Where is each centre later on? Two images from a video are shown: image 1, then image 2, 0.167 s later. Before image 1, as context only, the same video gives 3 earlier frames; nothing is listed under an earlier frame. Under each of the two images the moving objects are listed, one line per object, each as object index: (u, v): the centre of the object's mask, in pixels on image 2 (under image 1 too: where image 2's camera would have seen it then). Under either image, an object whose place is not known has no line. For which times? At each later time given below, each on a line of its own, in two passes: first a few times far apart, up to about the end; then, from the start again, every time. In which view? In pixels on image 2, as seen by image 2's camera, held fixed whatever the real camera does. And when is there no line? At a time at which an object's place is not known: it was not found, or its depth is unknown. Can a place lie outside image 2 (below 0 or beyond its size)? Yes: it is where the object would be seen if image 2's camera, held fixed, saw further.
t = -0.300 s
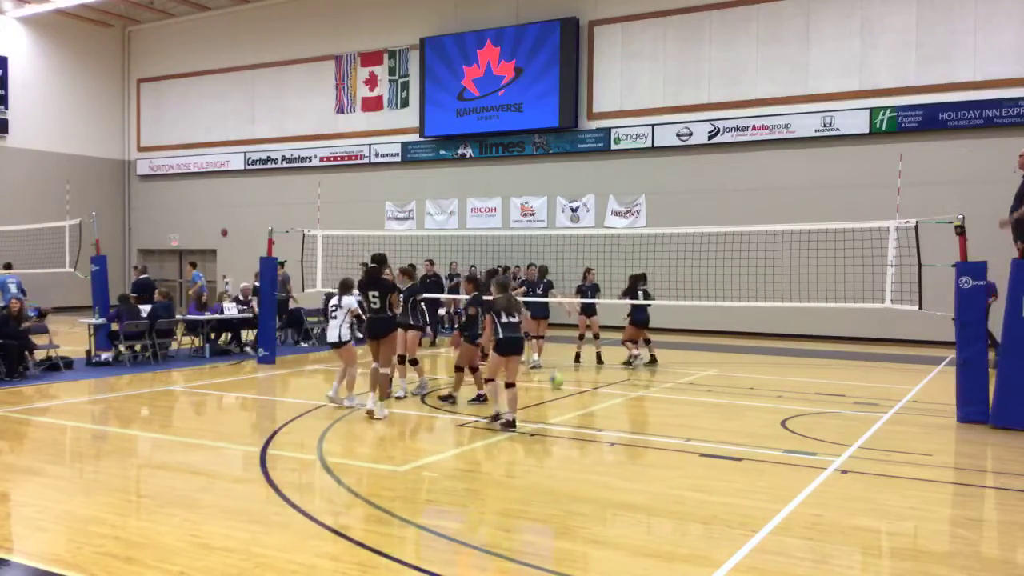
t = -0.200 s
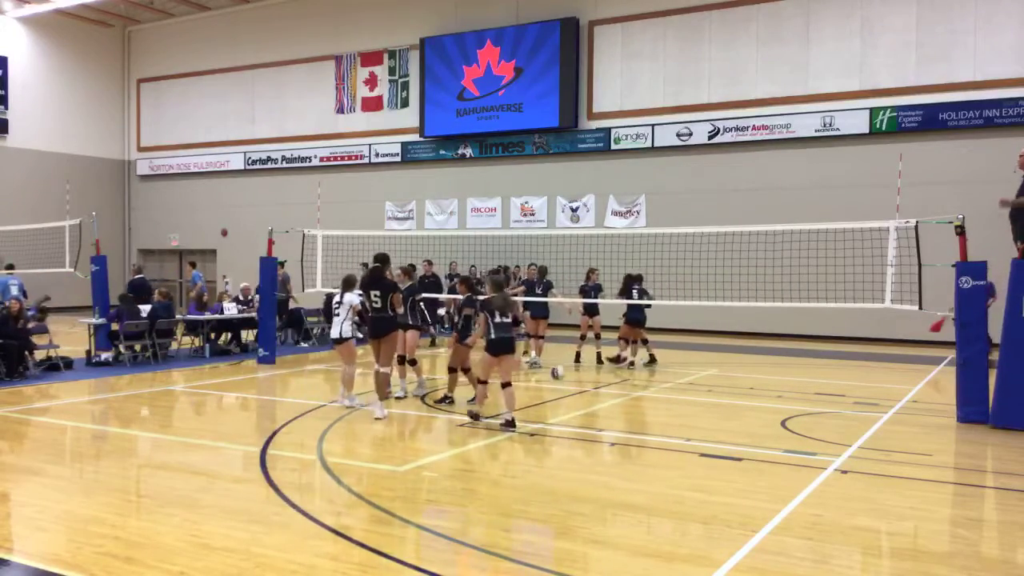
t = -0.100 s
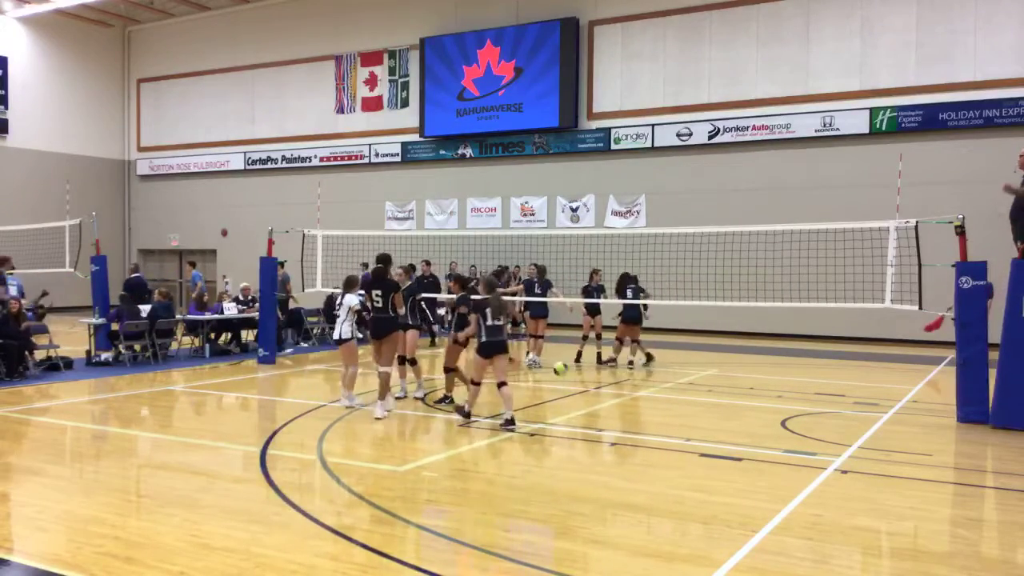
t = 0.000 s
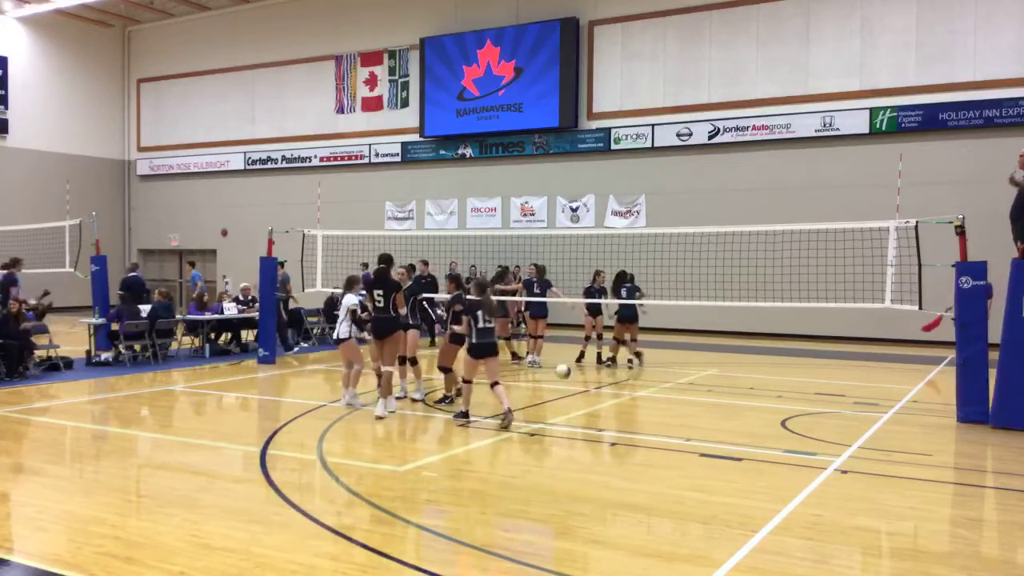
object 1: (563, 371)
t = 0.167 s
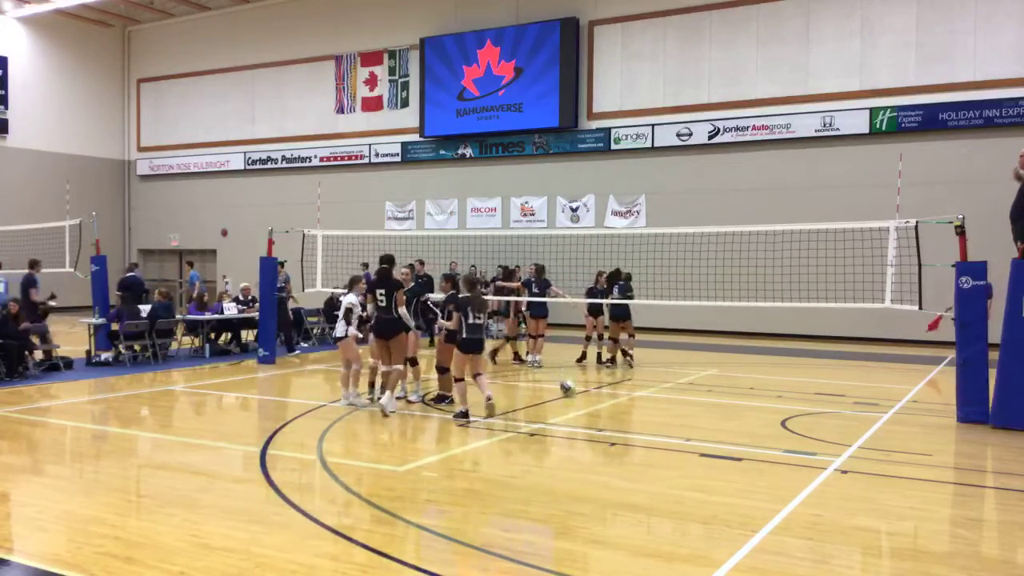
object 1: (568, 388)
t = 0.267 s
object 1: (570, 381)
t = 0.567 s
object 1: (579, 391)
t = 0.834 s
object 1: (587, 399)
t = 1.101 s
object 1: (597, 405)
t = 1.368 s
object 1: (605, 410)
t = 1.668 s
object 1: (615, 417)
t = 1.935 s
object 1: (626, 422)
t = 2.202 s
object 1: (636, 428)
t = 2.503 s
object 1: (648, 435)
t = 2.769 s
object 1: (658, 441)
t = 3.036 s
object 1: (670, 448)
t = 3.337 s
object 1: (683, 455)
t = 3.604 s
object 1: (696, 464)
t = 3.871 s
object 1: (708, 472)
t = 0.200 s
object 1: (568, 385)
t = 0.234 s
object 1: (569, 383)
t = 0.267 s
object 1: (570, 381)
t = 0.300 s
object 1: (570, 380)
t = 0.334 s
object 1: (571, 380)
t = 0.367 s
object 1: (572, 381)
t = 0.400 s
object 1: (573, 383)
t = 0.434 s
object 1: (574, 386)
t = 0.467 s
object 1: (575, 389)
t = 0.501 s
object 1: (577, 393)
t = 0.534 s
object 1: (577, 393)
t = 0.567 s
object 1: (579, 391)
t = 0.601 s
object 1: (580, 389)
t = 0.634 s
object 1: (581, 389)
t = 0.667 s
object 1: (582, 389)
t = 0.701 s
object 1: (582, 390)
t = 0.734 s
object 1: (583, 391)
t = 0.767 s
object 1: (585, 395)
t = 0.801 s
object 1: (586, 399)
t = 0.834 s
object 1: (587, 399)
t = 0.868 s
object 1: (589, 397)
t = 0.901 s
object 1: (590, 397)
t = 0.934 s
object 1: (592, 397)
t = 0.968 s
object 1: (592, 397)
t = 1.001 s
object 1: (593, 399)
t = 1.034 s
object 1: (594, 402)
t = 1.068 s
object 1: (595, 403)
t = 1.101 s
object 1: (597, 405)
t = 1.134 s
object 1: (598, 404)
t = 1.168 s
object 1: (598, 404)
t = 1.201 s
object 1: (600, 405)
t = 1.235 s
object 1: (600, 408)
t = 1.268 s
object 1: (601, 408)
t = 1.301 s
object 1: (603, 407)
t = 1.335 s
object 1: (604, 408)
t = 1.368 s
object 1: (605, 410)
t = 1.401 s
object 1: (606, 411)
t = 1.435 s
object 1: (607, 412)
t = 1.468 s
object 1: (608, 412)
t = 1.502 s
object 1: (610, 413)
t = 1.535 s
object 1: (611, 414)
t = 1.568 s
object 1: (612, 415)
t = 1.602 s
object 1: (613, 415)
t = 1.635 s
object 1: (614, 416)
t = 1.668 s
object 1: (615, 417)
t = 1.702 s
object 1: (617, 417)
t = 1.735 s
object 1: (618, 417)
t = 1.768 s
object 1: (620, 418)
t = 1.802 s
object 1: (621, 418)
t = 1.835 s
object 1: (621, 419)
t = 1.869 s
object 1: (623, 421)
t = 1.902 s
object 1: (624, 421)
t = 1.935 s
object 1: (626, 422)
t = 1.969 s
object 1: (627, 423)
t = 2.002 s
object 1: (628, 424)
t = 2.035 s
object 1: (630, 424)
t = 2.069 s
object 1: (631, 425)
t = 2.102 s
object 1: (632, 426)
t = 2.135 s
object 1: (632, 426)
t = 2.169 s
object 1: (634, 426)
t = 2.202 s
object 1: (636, 428)
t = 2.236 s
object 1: (637, 428)
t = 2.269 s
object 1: (638, 429)
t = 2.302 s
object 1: (639, 430)
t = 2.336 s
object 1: (641, 431)
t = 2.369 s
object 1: (642, 432)
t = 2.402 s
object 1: (643, 432)
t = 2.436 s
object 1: (644, 433)
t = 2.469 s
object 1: (646, 434)
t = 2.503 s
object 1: (648, 435)
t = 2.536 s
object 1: (649, 436)
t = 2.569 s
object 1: (650, 436)
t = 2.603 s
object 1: (651, 437)
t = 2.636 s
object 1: (652, 437)
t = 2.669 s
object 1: (654, 439)
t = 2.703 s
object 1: (655, 439)
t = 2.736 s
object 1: (657, 440)
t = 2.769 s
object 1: (658, 441)
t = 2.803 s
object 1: (659, 442)
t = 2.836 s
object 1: (661, 443)
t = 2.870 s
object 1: (662, 444)
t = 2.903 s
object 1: (664, 444)
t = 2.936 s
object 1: (665, 445)
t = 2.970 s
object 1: (667, 446)
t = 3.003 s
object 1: (668, 447)
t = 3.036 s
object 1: (670, 448)
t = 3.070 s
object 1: (671, 449)
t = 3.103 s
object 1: (673, 450)
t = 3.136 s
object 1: (674, 451)
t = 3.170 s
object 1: (676, 452)
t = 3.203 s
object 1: (677, 452)
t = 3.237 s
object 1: (678, 453)
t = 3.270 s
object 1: (680, 454)
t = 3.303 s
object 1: (681, 455)
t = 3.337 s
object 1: (683, 455)
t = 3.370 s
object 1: (684, 456)
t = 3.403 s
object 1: (686, 457)
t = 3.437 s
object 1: (687, 459)
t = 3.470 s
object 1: (689, 460)
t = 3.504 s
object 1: (690, 461)
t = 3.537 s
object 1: (693, 463)
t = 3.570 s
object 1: (694, 463)
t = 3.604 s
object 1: (696, 464)
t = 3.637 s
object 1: (698, 465)
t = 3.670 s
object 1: (699, 466)
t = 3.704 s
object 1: (701, 467)
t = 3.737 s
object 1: (702, 468)
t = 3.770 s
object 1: (704, 469)
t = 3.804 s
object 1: (705, 469)
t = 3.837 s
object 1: (707, 471)
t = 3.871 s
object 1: (708, 472)
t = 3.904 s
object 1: (710, 472)
